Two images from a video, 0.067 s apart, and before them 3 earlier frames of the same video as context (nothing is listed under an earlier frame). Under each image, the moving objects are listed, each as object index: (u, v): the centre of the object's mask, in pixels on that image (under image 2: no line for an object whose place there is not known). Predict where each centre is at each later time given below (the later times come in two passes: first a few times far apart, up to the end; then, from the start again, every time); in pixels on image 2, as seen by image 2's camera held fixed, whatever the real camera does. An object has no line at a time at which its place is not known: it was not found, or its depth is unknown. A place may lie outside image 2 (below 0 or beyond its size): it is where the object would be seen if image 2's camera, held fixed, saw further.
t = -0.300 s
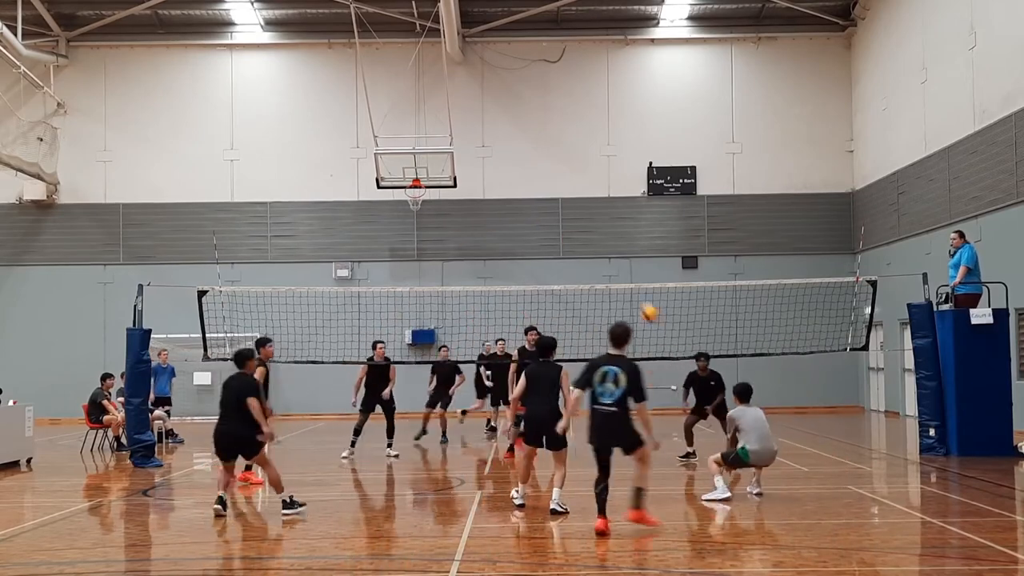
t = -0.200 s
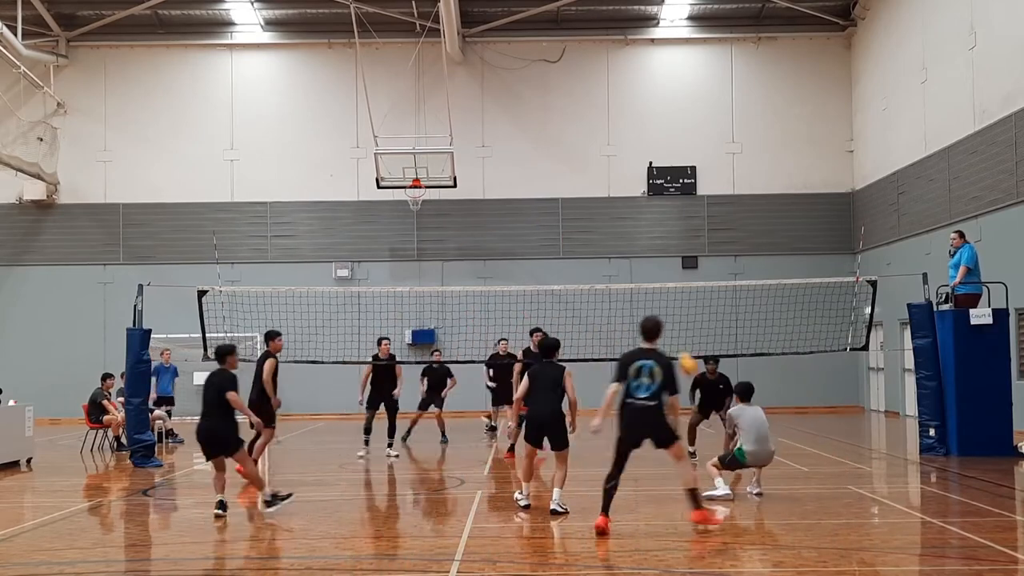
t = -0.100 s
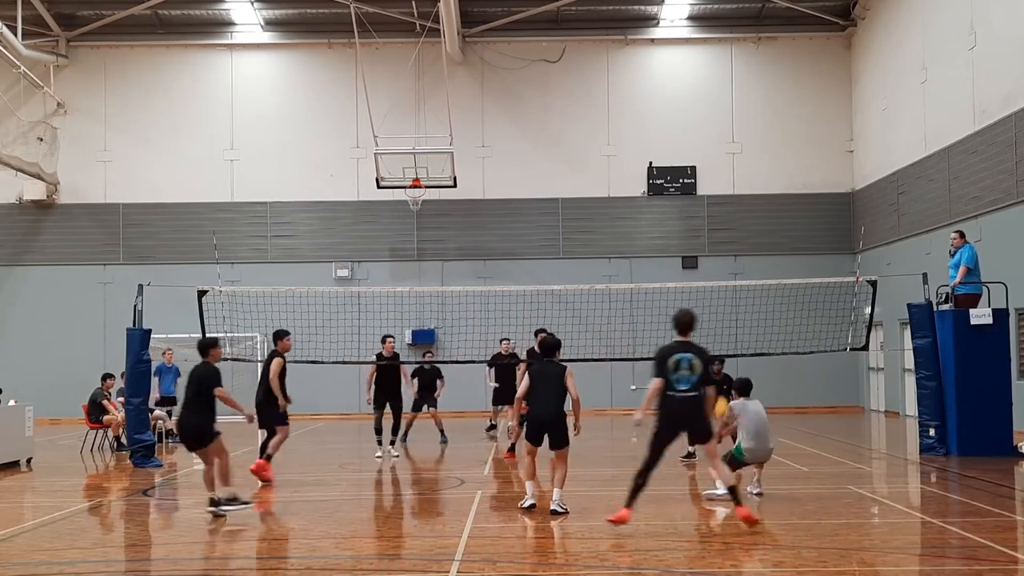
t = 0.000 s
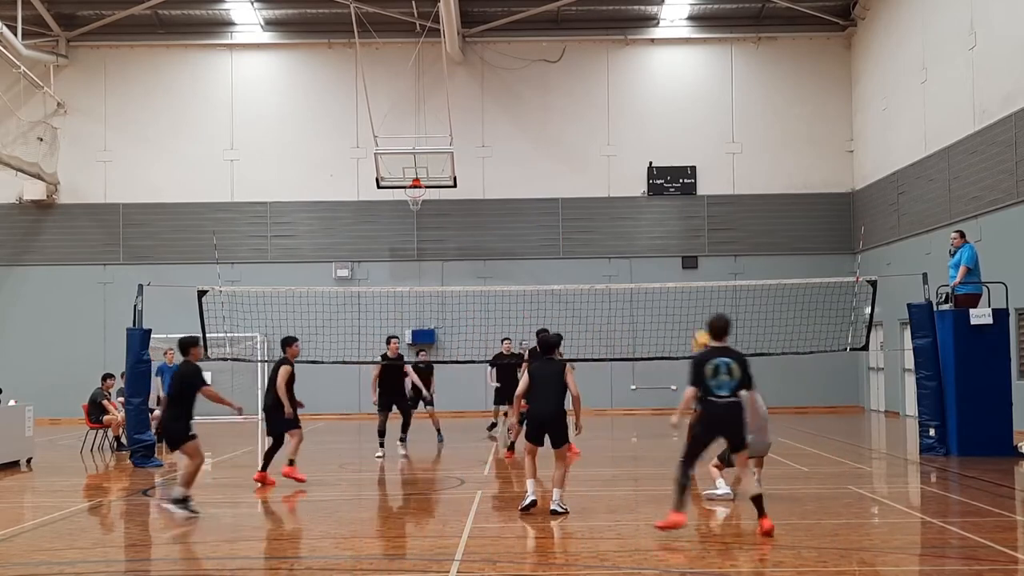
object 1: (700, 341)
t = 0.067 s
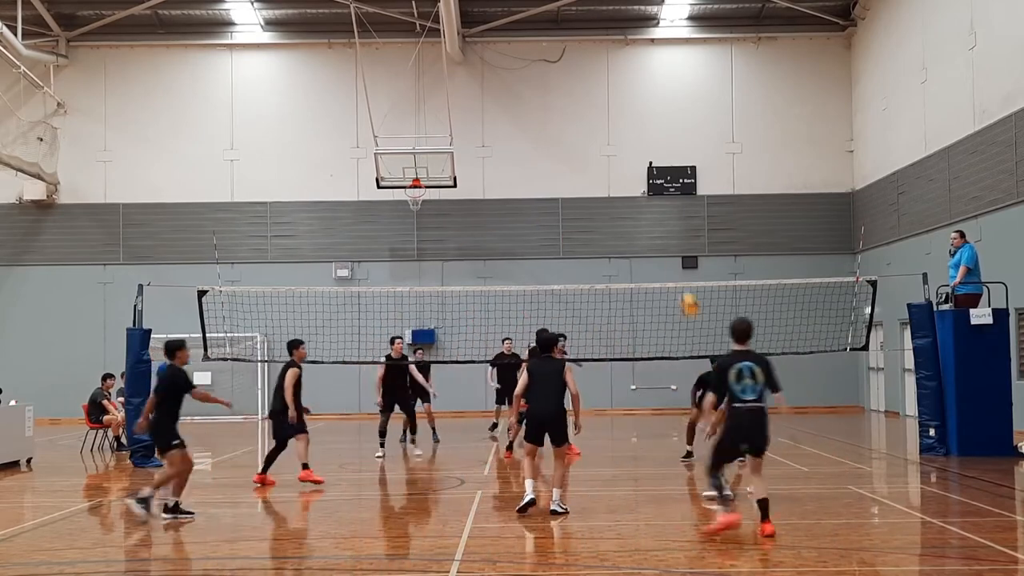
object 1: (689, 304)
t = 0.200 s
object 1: (664, 241)
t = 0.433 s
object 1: (626, 172)
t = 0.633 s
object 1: (596, 153)
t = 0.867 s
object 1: (566, 170)
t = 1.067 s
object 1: (540, 217)
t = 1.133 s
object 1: (532, 239)
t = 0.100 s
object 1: (682, 286)
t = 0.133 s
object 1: (675, 270)
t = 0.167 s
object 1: (670, 255)
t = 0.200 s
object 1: (664, 241)
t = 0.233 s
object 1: (658, 228)
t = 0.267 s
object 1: (653, 217)
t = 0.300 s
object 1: (646, 205)
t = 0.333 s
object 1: (643, 196)
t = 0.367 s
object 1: (637, 187)
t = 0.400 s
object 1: (631, 180)
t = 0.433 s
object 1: (626, 172)
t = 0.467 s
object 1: (621, 168)
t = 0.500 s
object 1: (616, 162)
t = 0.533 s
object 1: (611, 159)
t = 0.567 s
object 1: (606, 155)
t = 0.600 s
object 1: (602, 153)
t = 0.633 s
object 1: (596, 153)
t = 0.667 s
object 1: (592, 152)
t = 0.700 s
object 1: (587, 153)
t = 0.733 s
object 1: (583, 154)
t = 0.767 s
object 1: (579, 157)
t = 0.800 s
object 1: (574, 161)
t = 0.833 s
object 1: (570, 164)
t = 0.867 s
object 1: (566, 170)
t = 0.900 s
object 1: (561, 175)
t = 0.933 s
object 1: (557, 182)
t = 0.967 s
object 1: (553, 191)
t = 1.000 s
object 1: (548, 198)
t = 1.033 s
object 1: (545, 207)
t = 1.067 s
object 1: (540, 217)
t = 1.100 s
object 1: (536, 227)
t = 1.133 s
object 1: (532, 239)
